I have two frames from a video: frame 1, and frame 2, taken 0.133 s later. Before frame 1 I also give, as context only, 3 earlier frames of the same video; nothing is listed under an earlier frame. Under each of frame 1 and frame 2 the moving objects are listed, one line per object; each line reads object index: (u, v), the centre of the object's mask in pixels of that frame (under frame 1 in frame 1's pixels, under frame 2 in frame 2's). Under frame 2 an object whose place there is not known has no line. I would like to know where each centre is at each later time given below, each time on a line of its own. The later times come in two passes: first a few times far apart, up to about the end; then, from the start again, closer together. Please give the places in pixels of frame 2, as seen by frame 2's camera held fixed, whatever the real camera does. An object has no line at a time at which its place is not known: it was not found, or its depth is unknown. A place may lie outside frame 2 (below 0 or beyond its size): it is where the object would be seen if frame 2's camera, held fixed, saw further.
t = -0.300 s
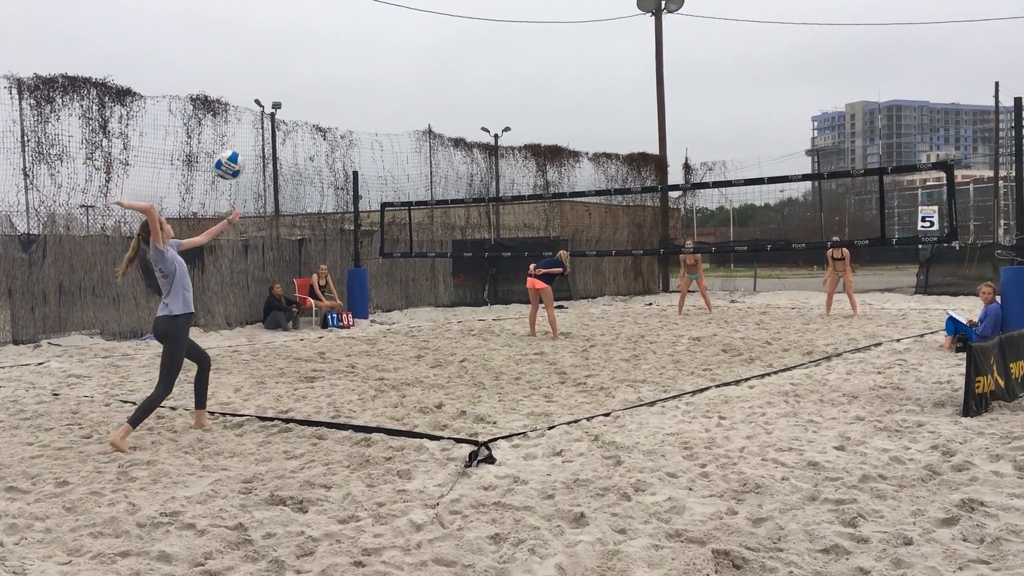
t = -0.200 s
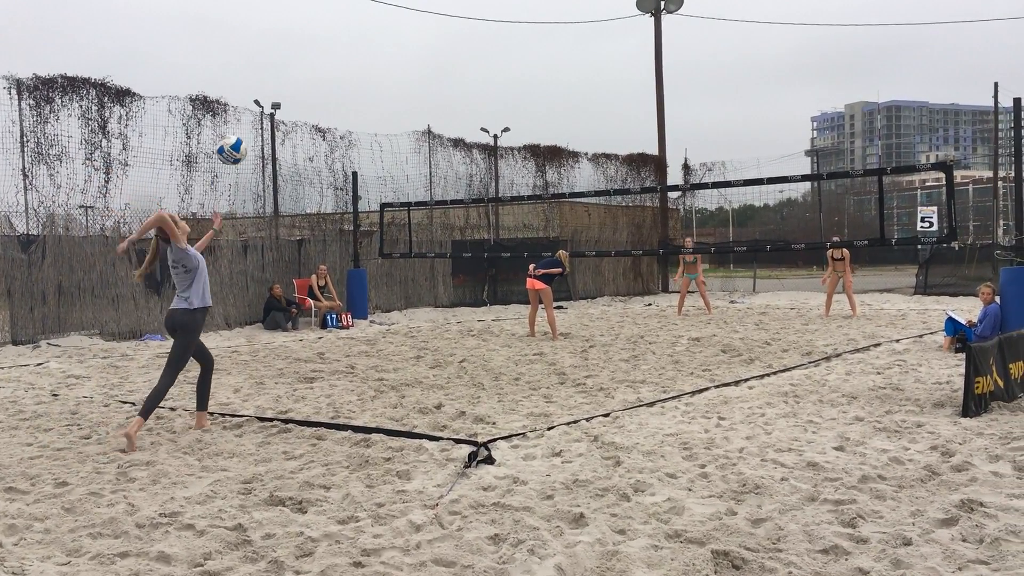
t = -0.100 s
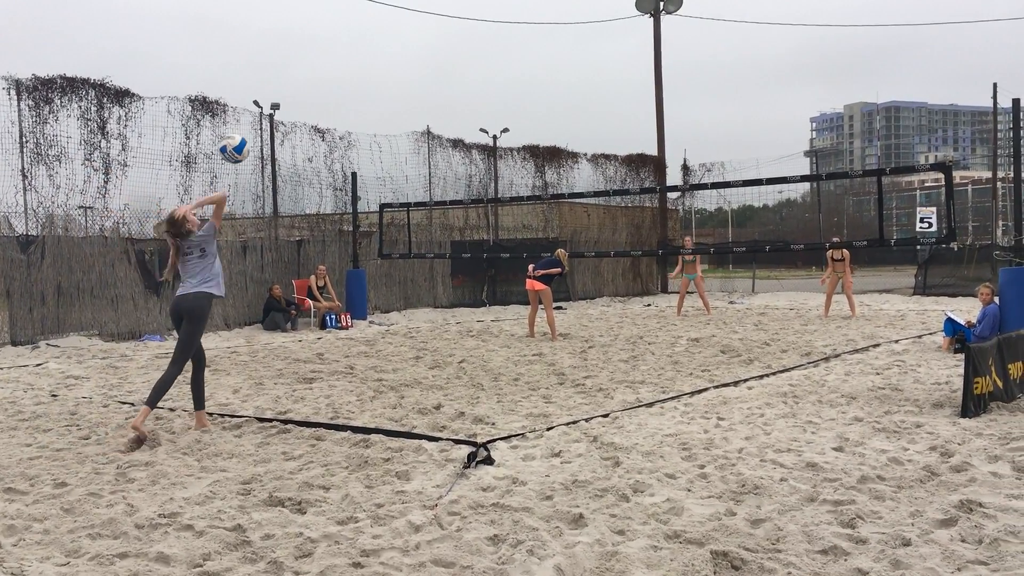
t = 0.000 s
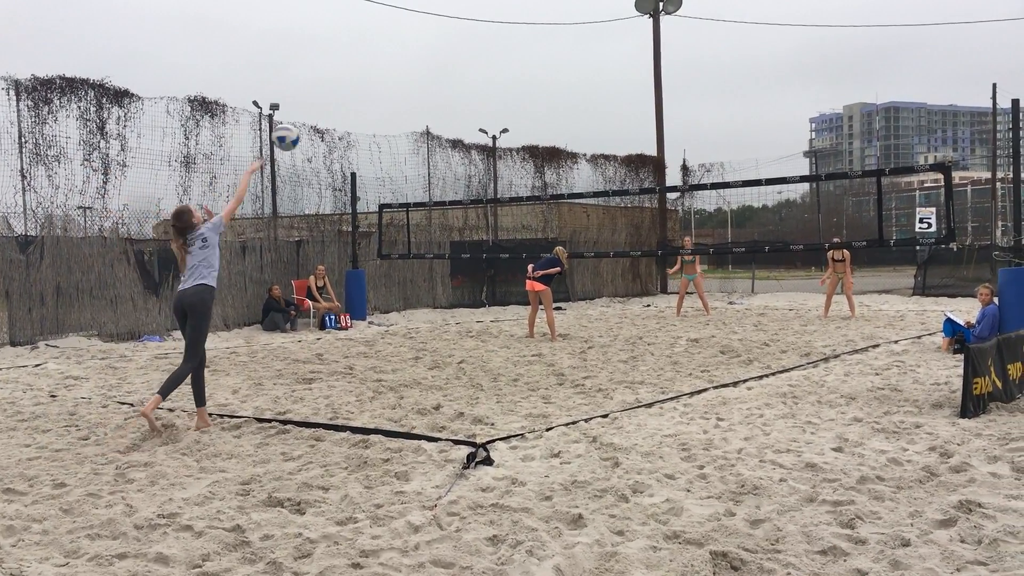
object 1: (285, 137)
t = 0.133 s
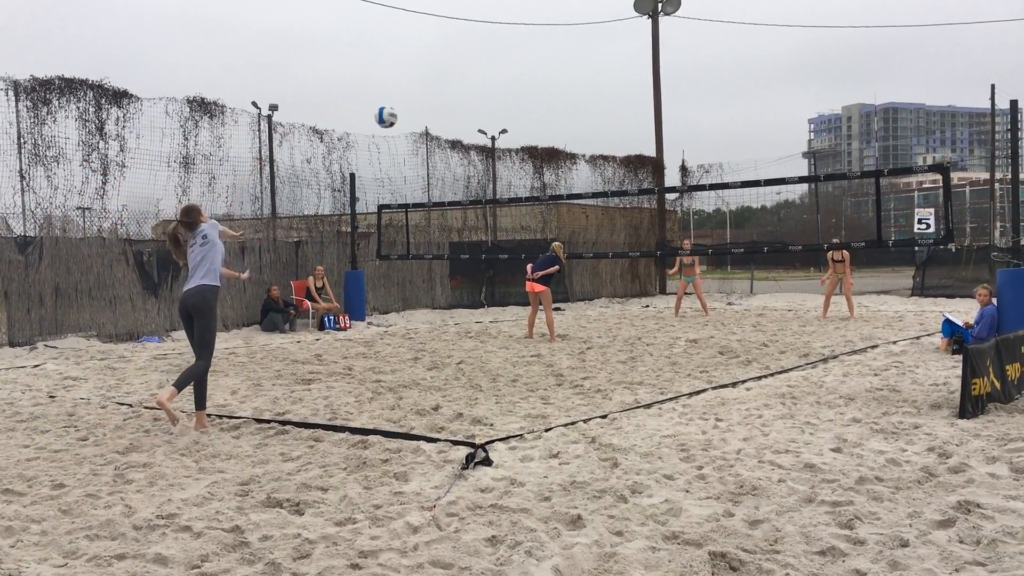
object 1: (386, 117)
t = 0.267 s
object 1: (455, 116)
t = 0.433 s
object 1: (517, 132)
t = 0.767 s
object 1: (595, 195)
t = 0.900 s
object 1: (617, 229)
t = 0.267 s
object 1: (455, 116)
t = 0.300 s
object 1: (470, 118)
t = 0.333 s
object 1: (483, 121)
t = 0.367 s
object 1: (495, 124)
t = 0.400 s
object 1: (507, 127)
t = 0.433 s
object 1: (517, 132)
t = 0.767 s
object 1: (595, 195)
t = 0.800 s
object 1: (601, 204)
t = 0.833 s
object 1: (606, 212)
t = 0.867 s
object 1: (611, 220)
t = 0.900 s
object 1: (617, 229)
